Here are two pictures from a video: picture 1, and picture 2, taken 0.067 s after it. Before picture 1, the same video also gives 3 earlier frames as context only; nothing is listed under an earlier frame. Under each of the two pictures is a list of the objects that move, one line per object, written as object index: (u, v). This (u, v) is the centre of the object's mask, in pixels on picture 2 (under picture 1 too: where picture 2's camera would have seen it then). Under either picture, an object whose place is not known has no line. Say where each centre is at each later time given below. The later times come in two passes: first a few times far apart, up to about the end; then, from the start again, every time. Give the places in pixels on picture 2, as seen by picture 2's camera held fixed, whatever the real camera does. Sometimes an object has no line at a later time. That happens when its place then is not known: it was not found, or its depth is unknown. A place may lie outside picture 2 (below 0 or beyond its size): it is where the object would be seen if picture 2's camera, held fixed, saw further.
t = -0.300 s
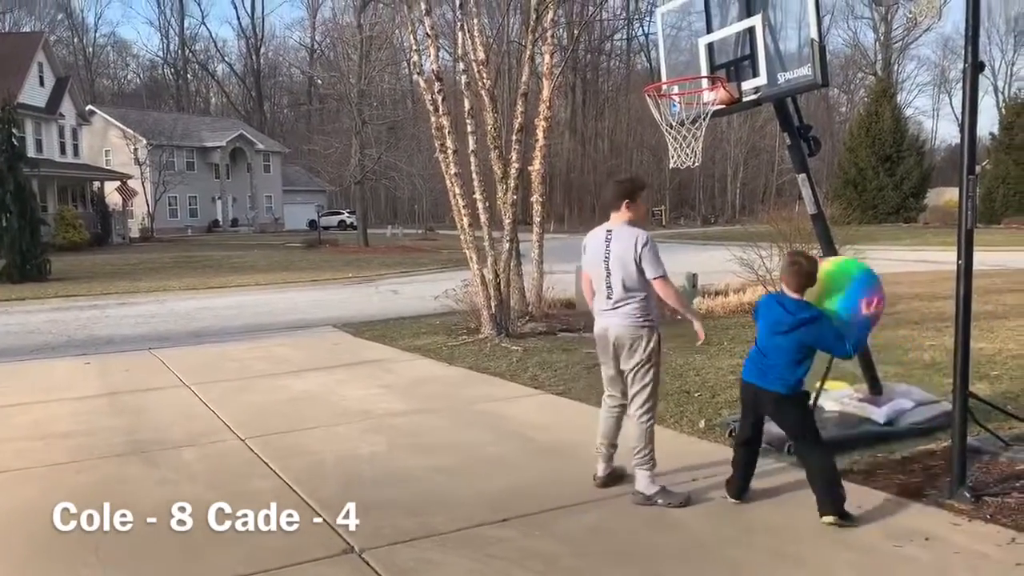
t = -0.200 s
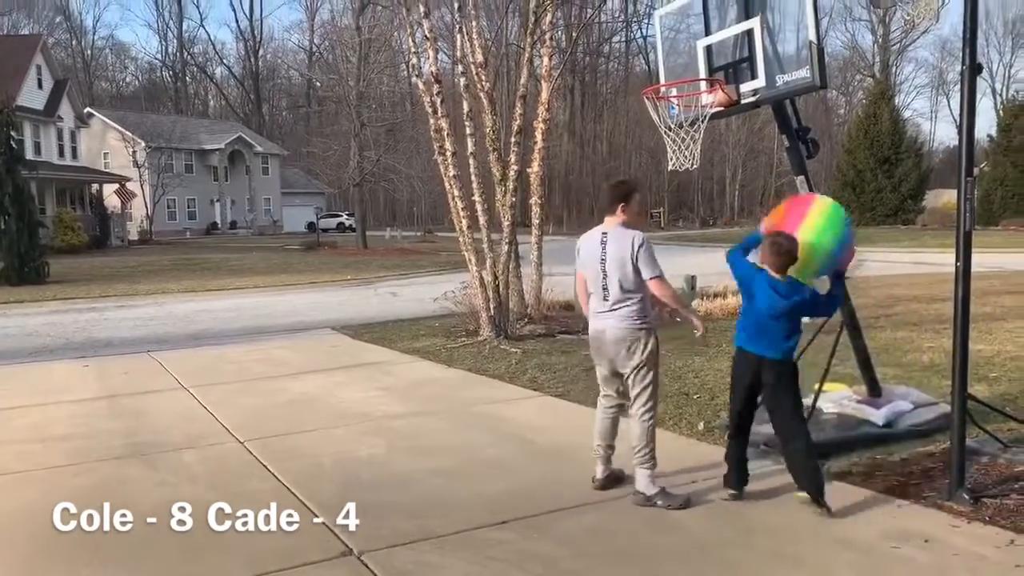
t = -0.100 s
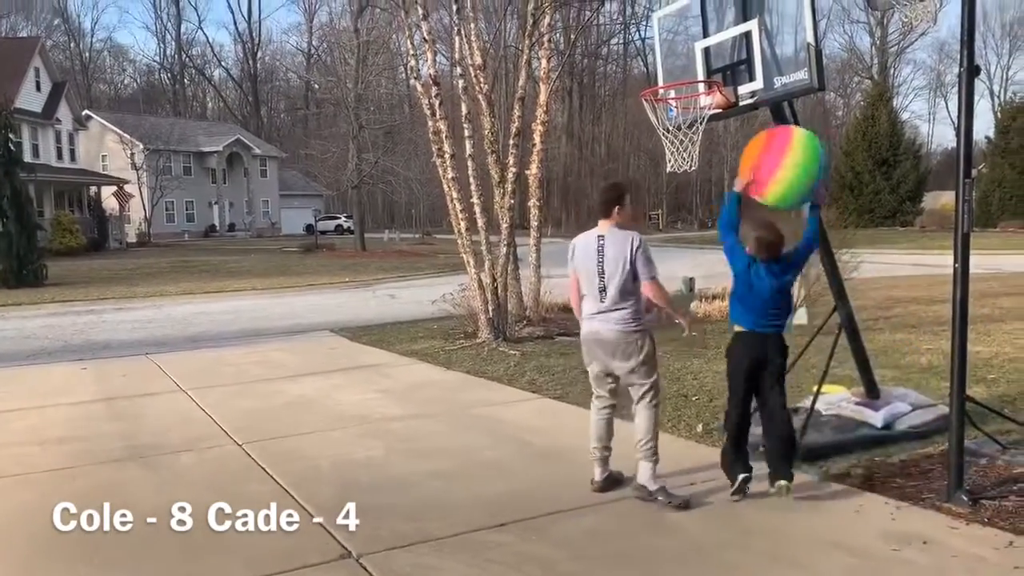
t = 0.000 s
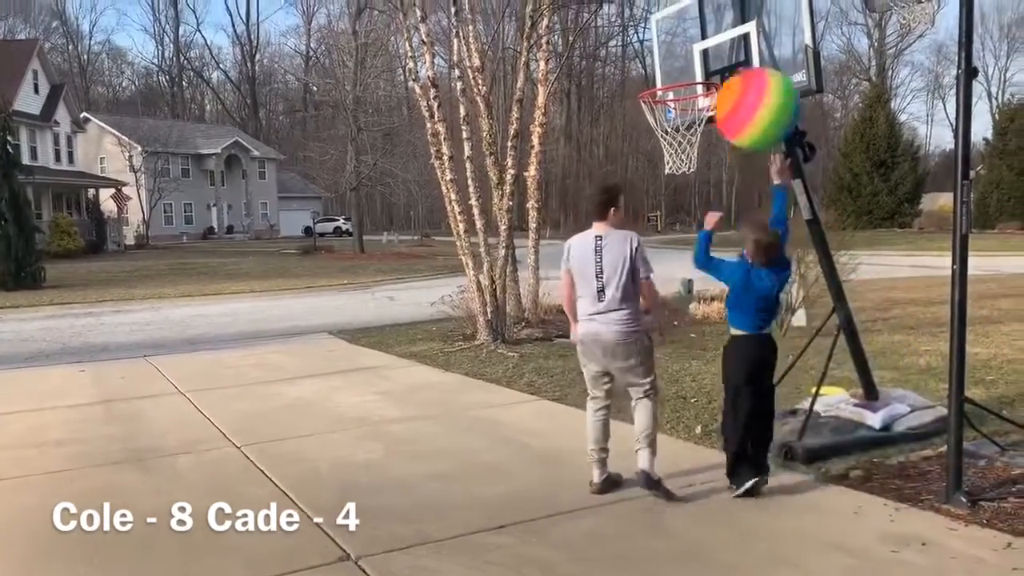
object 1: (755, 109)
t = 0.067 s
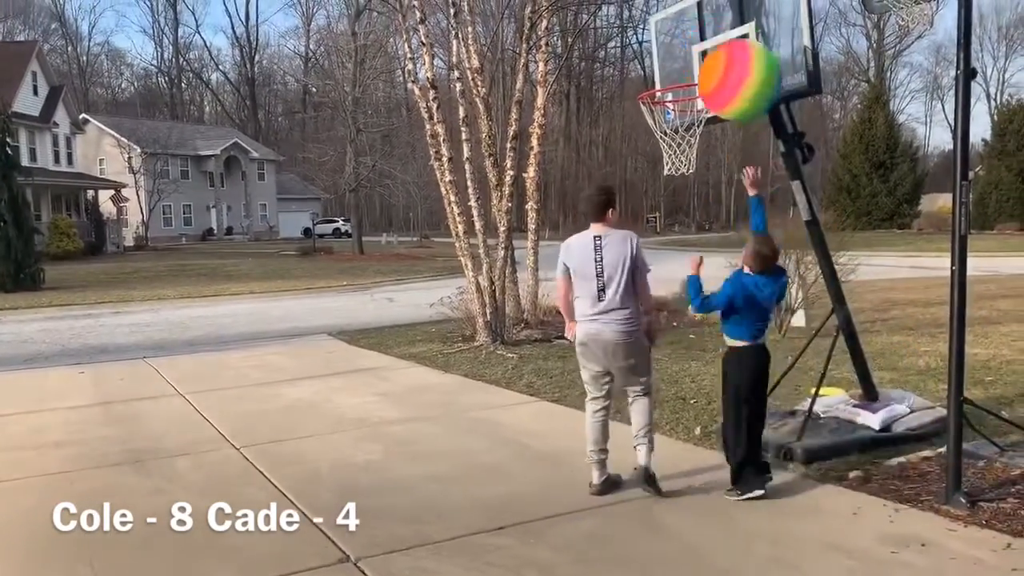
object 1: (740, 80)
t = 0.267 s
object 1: (696, 37)
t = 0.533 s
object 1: (651, 57)
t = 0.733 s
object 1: (626, 64)
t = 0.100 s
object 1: (731, 68)
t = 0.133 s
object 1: (723, 58)
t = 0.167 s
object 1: (716, 50)
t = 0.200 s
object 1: (709, 44)
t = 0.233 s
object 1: (703, 40)
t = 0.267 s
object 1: (696, 37)
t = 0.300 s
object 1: (689, 36)
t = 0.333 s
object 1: (682, 37)
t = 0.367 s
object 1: (675, 38)
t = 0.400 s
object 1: (670, 42)
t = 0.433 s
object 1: (664, 47)
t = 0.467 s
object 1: (658, 53)
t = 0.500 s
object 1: (653, 58)
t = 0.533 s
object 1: (651, 57)
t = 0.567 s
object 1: (646, 57)
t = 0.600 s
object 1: (643, 58)
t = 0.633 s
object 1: (638, 60)
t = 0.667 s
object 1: (634, 63)
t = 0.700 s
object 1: (630, 64)
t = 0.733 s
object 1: (626, 64)
